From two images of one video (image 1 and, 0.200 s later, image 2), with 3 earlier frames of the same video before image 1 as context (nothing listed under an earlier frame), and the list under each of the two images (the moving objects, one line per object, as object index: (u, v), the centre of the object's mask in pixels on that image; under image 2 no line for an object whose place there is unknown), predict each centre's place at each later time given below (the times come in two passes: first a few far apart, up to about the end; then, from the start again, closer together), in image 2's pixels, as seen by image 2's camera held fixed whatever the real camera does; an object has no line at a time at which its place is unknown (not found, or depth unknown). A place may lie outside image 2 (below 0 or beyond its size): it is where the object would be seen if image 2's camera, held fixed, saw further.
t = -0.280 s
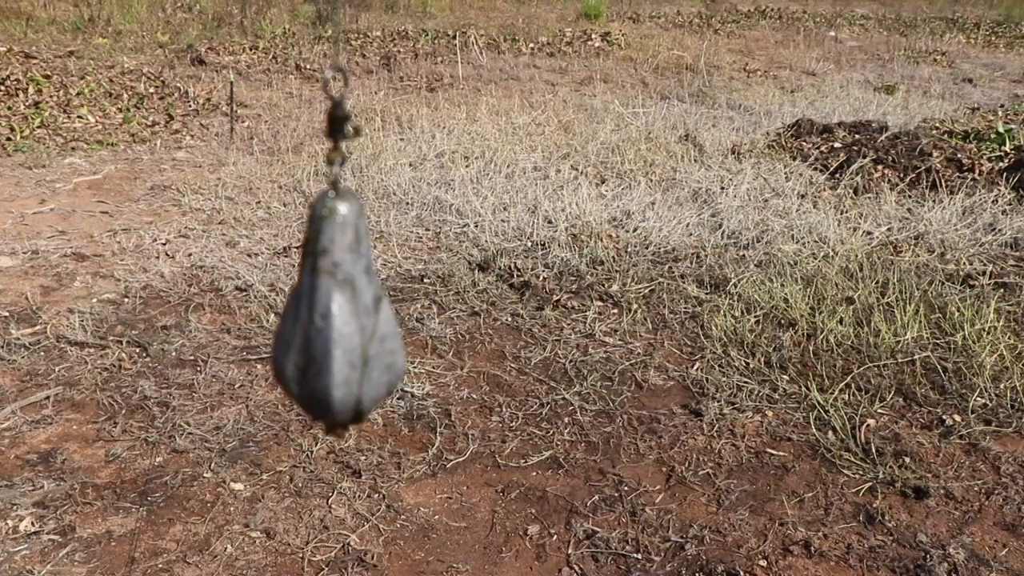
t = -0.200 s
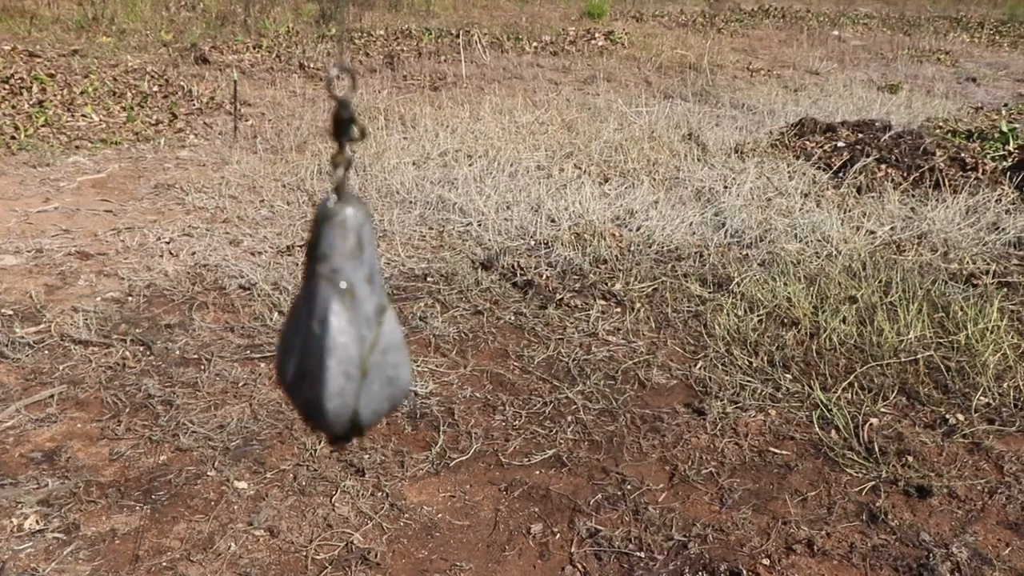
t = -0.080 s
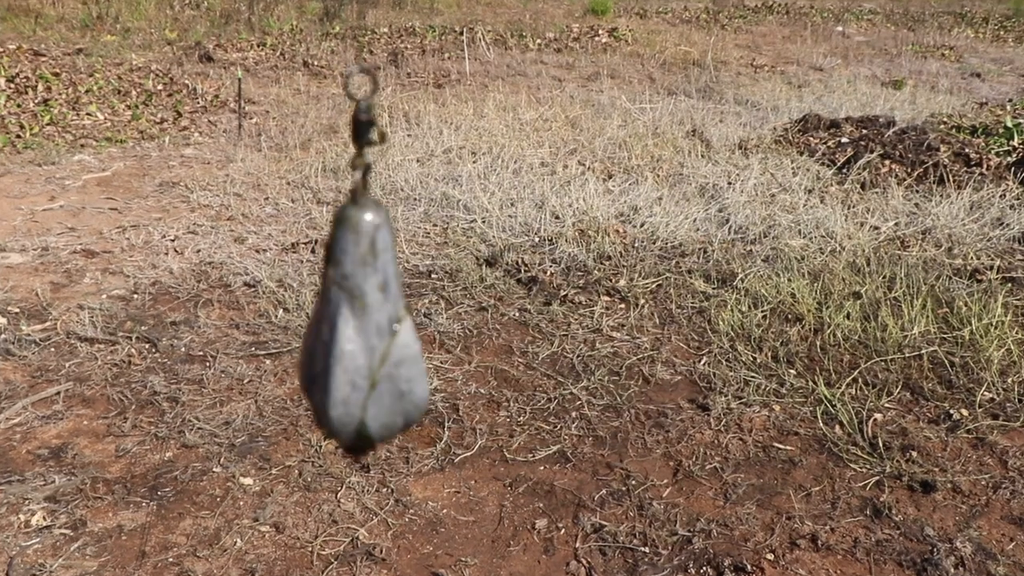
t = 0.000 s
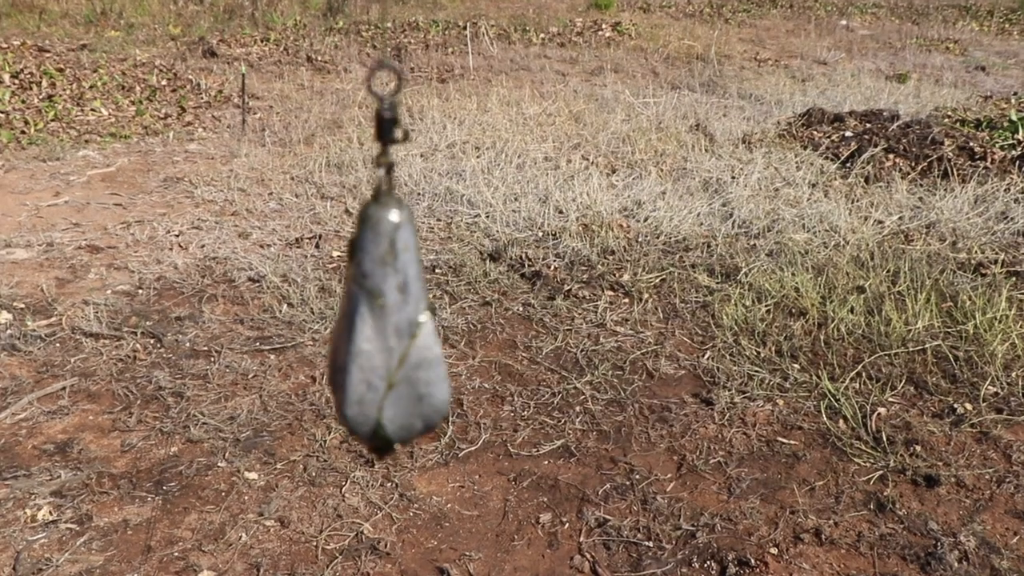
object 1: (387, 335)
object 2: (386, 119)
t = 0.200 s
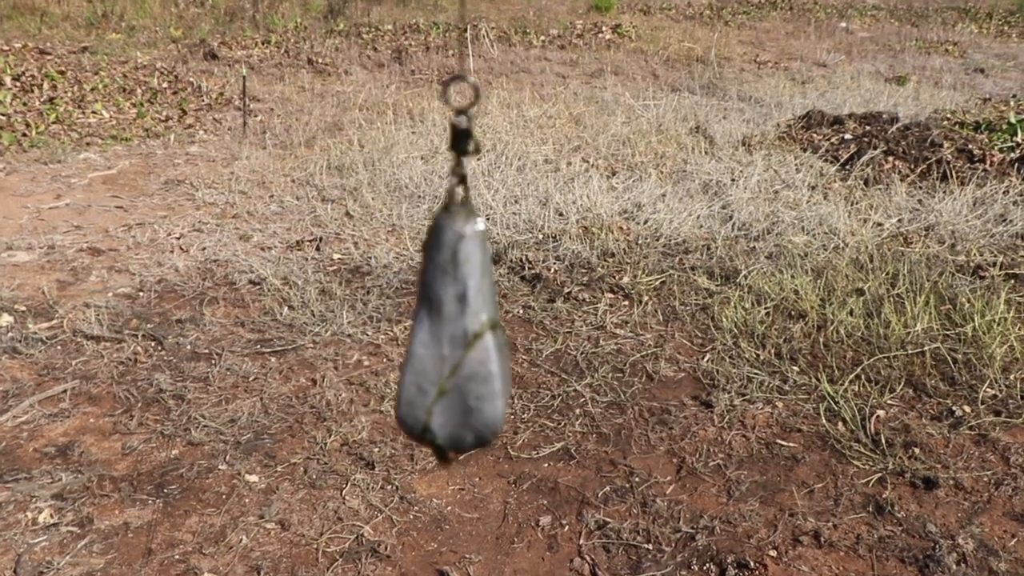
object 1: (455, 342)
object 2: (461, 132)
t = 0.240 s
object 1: (469, 340)
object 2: (474, 131)
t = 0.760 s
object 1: (664, 287)
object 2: (677, 114)
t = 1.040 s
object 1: (702, 247)
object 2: (714, 102)
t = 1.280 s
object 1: (697, 235)
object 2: (709, 89)
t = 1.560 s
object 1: (679, 239)
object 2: (690, 90)
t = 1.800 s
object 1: (625, 254)
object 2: (634, 101)
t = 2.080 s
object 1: (506, 284)
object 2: (514, 115)
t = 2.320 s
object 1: (403, 307)
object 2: (404, 130)
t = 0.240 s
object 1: (469, 340)
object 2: (474, 131)
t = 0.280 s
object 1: (484, 340)
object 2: (491, 131)
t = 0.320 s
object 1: (500, 340)
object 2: (509, 130)
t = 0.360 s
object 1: (515, 341)
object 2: (523, 135)
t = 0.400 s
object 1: (532, 339)
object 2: (540, 136)
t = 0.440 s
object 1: (549, 334)
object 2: (560, 135)
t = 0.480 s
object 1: (566, 328)
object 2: (577, 129)
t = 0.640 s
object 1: (625, 306)
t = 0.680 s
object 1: (639, 299)
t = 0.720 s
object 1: (653, 294)
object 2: (667, 119)
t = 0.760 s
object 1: (664, 287)
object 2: (677, 114)
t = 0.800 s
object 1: (674, 280)
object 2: (687, 112)
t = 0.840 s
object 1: (682, 275)
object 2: (697, 111)
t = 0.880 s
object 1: (689, 270)
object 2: (702, 113)
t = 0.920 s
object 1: (695, 265)
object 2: (707, 110)
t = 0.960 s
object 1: (699, 258)
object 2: (714, 106)
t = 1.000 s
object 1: (701, 252)
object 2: (714, 103)
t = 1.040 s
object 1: (702, 247)
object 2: (714, 102)
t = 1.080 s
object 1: (702, 243)
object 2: (715, 102)
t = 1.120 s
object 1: (701, 241)
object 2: (714, 101)
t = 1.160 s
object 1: (700, 241)
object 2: (711, 98)
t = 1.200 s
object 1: (699, 239)
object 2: (711, 97)
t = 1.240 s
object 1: (698, 237)
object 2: (711, 95)
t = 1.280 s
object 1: (697, 235)
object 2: (709, 89)
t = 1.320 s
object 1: (696, 234)
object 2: (708, 88)
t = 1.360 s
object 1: (695, 232)
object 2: (708, 86)
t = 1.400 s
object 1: (694, 231)
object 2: (705, 85)
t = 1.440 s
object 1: (691, 232)
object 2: (703, 85)
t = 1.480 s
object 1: (688, 234)
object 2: (700, 87)
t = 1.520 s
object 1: (684, 237)
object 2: (695, 89)
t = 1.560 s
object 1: (679, 239)
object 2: (690, 90)
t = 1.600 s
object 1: (674, 239)
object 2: (685, 89)
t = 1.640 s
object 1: (667, 239)
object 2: (677, 89)
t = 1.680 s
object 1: (658, 240)
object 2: (668, 89)
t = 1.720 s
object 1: (648, 244)
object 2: (659, 91)
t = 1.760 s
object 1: (637, 249)
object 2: (647, 97)
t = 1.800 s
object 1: (625, 254)
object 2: (634, 101)
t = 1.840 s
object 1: (611, 257)
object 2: (621, 103)
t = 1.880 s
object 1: (595, 259)
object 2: (605, 102)
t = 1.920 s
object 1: (578, 262)
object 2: (587, 103)
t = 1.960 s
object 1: (561, 265)
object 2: (572, 103)
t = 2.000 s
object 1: (544, 272)
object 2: (554, 107)
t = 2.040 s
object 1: (525, 279)
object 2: (532, 112)
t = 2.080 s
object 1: (506, 284)
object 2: (514, 115)
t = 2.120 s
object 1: (487, 288)
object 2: (496, 114)
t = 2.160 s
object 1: (469, 291)
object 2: (475, 117)
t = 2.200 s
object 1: (451, 297)
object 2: (456, 121)
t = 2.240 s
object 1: (434, 302)
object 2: (440, 125)
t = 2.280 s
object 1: (418, 305)
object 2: (420, 129)
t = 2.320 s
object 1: (403, 307)
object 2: (404, 130)
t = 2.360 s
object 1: (387, 309)
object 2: (390, 134)
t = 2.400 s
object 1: (373, 312)
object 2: (373, 139)
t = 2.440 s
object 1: (360, 315)
